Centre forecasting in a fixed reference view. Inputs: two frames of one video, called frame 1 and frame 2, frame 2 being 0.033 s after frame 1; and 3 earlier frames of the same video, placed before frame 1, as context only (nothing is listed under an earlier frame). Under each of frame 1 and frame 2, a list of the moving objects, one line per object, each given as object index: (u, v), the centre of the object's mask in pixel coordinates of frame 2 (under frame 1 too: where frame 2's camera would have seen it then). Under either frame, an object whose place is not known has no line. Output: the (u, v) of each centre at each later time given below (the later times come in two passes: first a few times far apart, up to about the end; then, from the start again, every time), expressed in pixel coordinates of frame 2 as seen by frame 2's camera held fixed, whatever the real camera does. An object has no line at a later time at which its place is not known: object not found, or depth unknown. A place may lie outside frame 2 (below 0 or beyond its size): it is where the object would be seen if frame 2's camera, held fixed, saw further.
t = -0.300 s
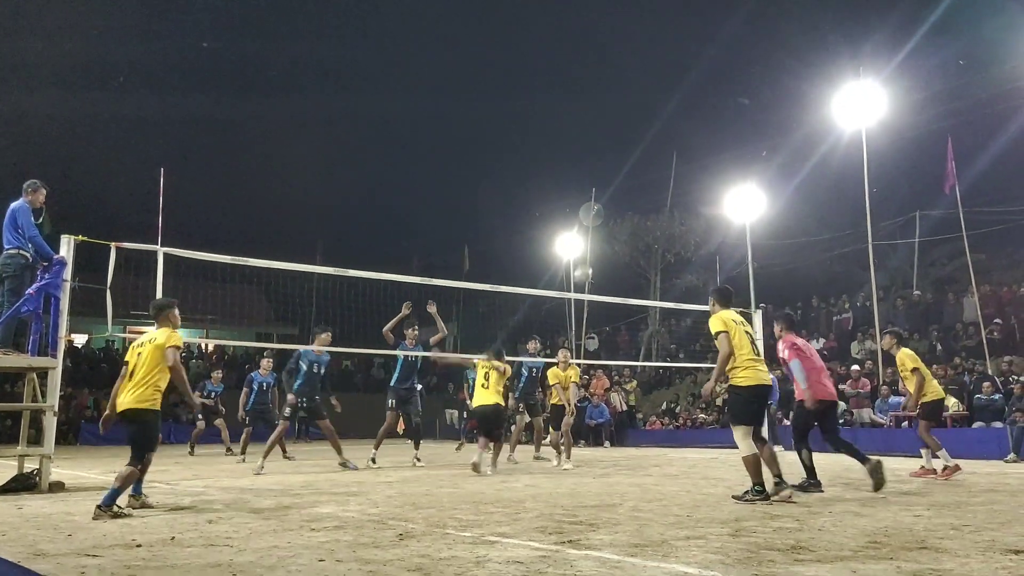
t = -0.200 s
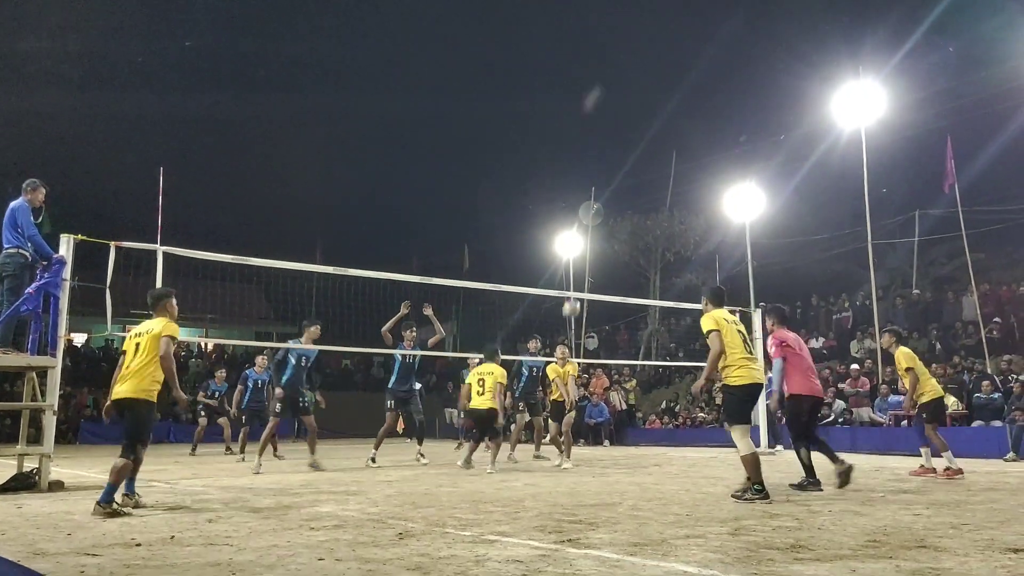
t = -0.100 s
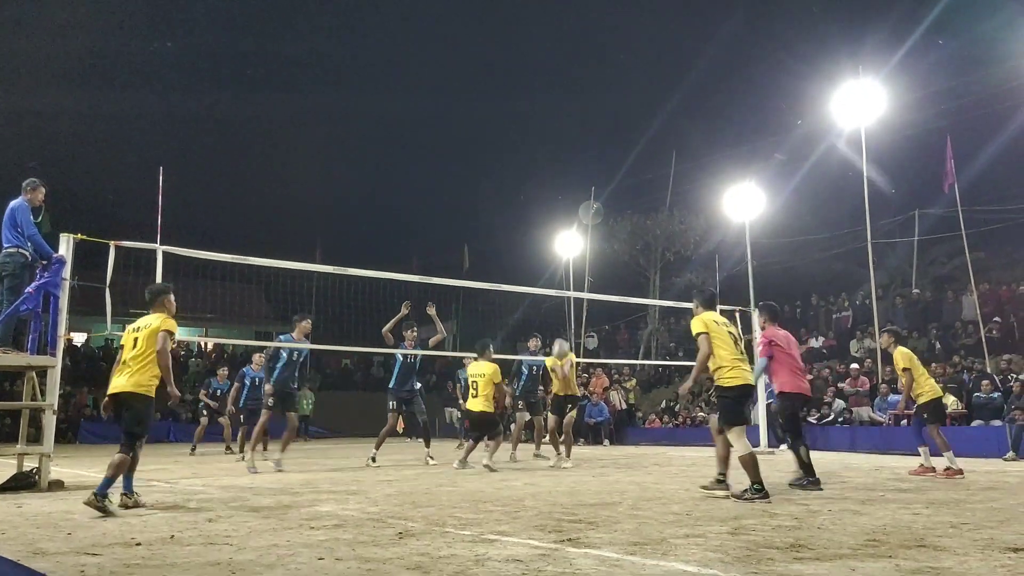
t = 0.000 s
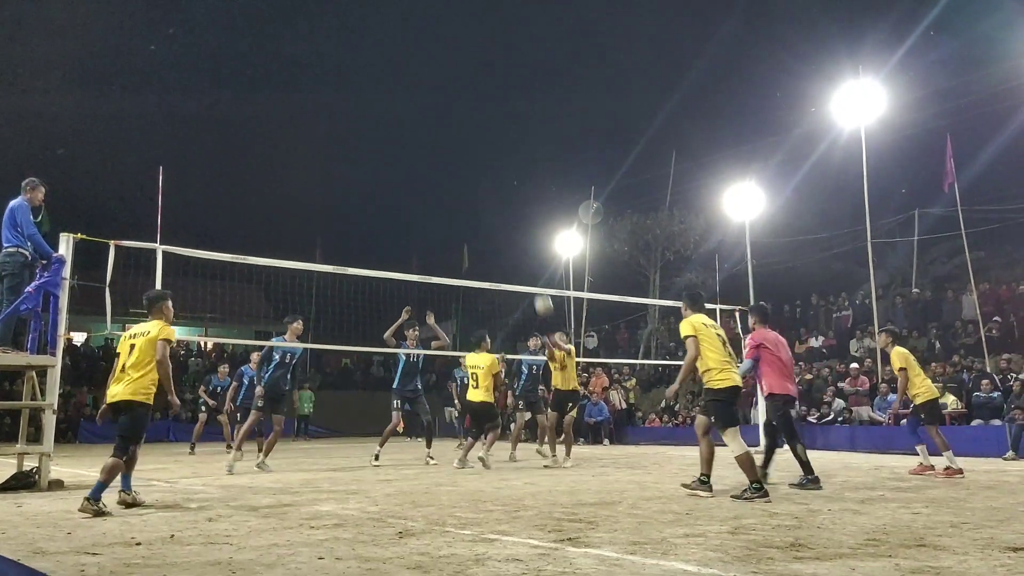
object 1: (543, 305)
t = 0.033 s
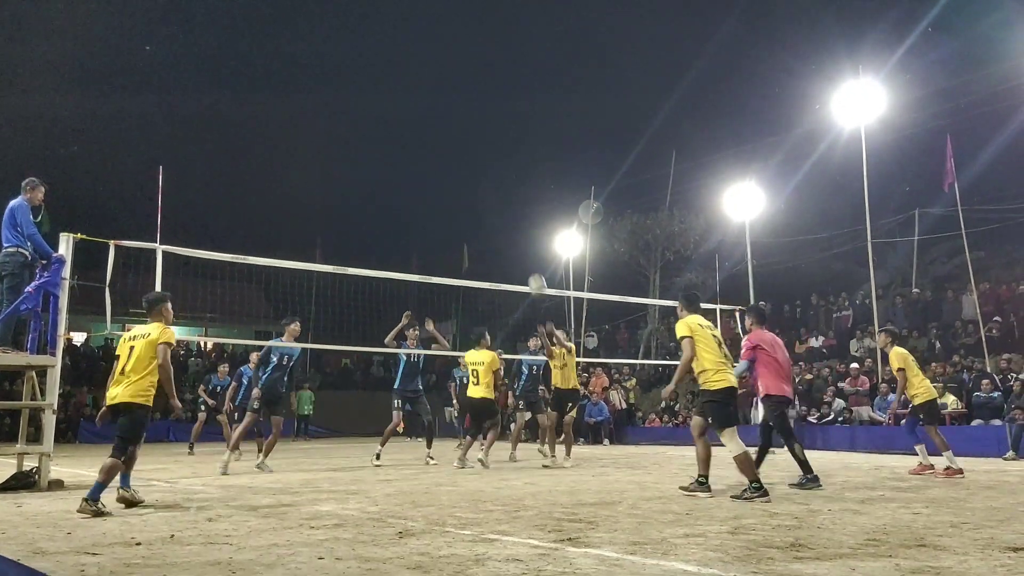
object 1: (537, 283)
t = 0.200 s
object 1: (507, 202)
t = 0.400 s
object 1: (470, 128)
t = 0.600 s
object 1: (431, 86)
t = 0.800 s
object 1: (390, 76)
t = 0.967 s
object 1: (354, 94)
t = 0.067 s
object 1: (531, 267)
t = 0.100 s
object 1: (525, 249)
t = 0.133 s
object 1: (519, 232)
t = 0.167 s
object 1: (513, 217)
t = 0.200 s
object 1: (507, 202)
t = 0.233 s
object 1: (501, 187)
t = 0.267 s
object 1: (495, 174)
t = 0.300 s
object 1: (489, 161)
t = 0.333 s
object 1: (483, 149)
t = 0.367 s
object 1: (476, 138)
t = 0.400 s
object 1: (470, 128)
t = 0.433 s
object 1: (464, 119)
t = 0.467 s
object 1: (457, 110)
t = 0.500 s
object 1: (451, 103)
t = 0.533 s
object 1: (444, 96)
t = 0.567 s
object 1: (437, 91)
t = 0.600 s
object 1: (431, 86)
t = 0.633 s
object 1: (424, 82)
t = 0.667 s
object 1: (417, 79)
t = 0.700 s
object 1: (411, 76)
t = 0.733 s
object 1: (404, 75)
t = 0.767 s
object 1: (397, 75)
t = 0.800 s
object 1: (390, 76)
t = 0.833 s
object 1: (383, 77)
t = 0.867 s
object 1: (375, 80)
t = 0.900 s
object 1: (368, 84)
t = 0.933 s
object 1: (361, 88)
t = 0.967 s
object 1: (354, 94)
